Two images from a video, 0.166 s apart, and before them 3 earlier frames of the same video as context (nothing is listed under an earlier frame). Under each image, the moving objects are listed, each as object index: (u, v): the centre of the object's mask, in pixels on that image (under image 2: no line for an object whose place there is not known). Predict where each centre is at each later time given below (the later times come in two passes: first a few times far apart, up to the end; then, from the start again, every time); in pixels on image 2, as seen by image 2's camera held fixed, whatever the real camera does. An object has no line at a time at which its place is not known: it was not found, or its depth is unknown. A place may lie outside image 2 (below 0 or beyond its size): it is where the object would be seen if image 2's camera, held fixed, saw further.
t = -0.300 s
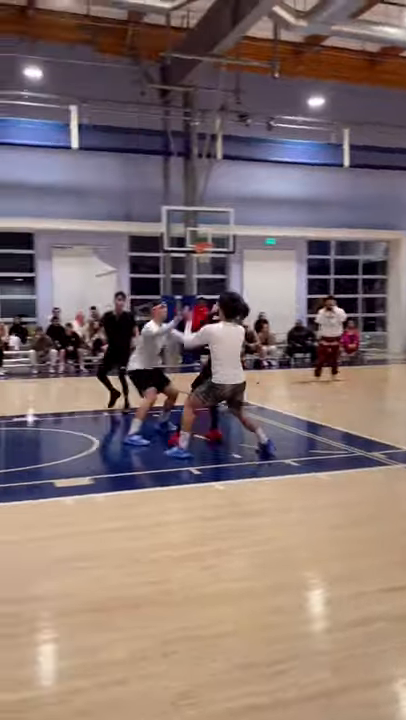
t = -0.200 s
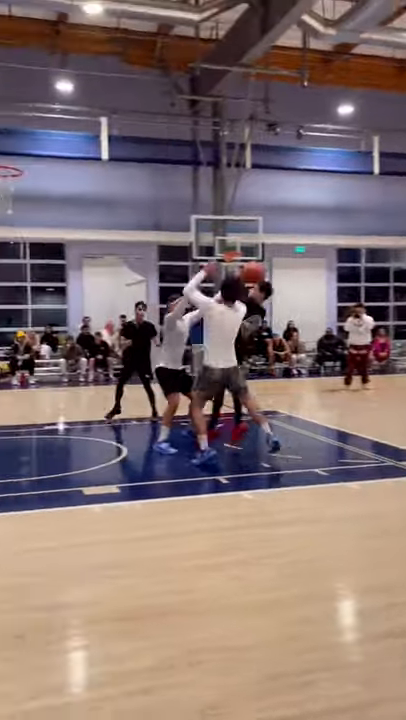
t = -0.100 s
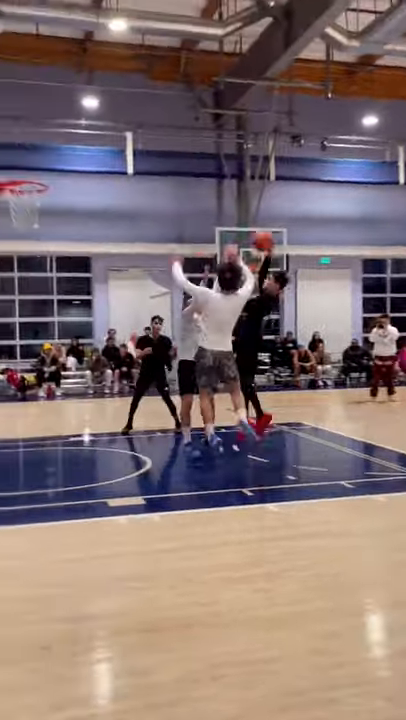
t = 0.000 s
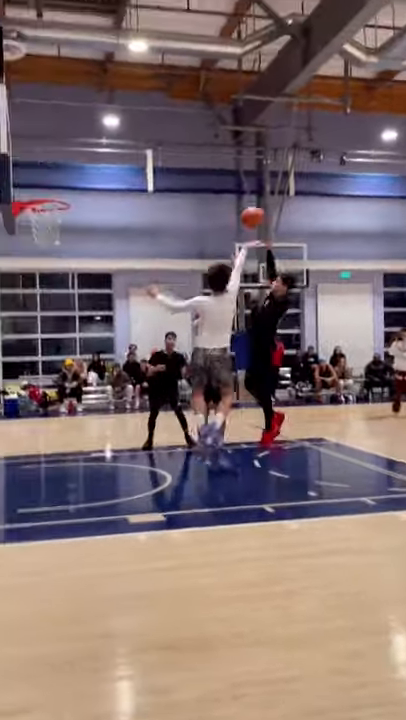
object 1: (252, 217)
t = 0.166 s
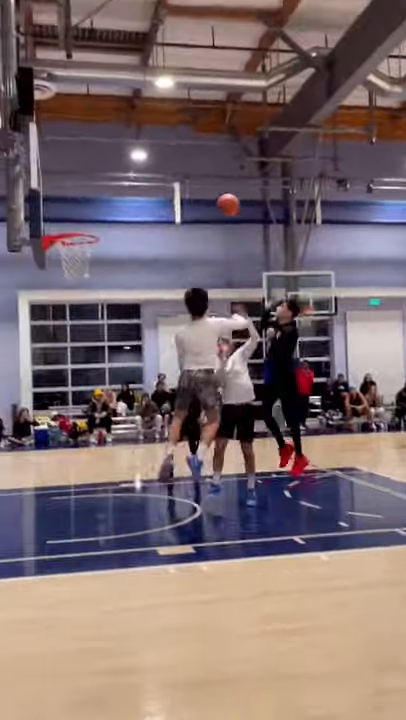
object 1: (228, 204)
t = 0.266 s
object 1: (198, 191)
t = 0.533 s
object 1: (123, 198)
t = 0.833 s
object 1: (59, 259)
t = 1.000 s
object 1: (58, 297)
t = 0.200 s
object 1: (217, 199)
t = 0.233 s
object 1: (207, 194)
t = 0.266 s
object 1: (198, 191)
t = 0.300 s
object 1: (189, 189)
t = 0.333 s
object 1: (178, 187)
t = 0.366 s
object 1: (170, 186)
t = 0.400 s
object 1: (162, 187)
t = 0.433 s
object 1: (151, 189)
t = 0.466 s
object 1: (140, 192)
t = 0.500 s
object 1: (132, 194)
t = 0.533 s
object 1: (123, 198)
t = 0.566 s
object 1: (113, 204)
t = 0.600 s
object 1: (105, 210)
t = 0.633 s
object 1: (95, 217)
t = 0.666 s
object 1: (85, 224)
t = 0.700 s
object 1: (77, 235)
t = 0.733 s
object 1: (68, 246)
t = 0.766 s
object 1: (62, 252)
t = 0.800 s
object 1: (60, 254)
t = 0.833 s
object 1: (59, 259)
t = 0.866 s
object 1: (59, 268)
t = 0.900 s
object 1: (59, 271)
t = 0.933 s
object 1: (58, 280)
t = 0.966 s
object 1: (57, 288)
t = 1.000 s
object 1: (58, 297)
